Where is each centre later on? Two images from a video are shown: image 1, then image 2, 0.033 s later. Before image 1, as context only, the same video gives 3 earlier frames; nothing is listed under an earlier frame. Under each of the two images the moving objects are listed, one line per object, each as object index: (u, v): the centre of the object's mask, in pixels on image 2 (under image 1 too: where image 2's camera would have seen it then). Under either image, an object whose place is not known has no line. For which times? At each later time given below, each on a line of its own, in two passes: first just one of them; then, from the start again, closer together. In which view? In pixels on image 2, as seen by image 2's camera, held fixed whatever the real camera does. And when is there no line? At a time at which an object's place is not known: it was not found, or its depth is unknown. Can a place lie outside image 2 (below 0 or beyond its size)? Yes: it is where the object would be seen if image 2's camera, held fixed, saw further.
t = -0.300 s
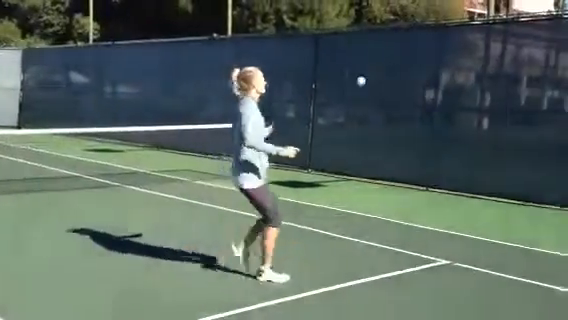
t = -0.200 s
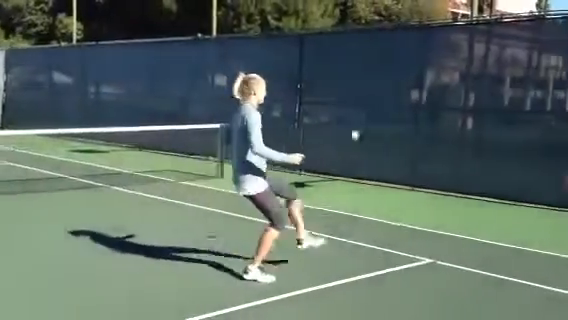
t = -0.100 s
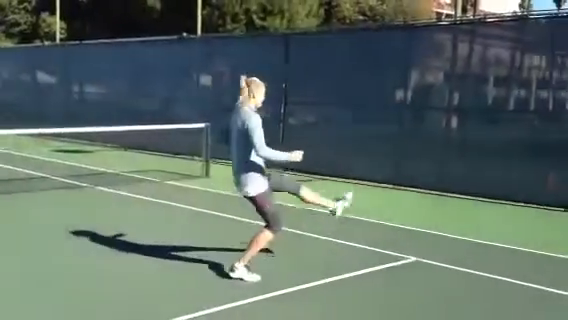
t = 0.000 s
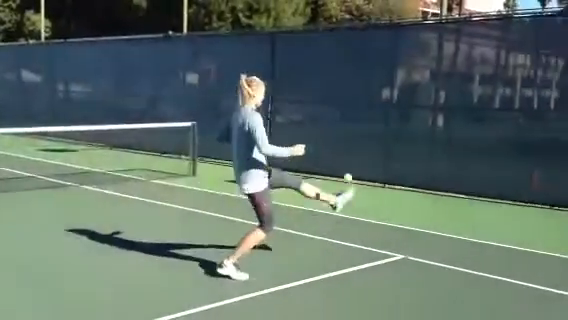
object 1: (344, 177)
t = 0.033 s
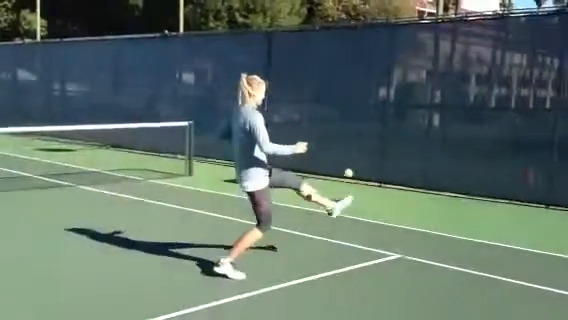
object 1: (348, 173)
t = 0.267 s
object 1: (384, 181)
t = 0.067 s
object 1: (353, 170)
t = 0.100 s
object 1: (358, 168)
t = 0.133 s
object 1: (363, 168)
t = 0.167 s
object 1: (368, 169)
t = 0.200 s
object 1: (373, 171)
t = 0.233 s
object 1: (378, 176)
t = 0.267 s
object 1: (384, 181)
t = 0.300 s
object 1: (390, 188)
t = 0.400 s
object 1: (404, 221)
